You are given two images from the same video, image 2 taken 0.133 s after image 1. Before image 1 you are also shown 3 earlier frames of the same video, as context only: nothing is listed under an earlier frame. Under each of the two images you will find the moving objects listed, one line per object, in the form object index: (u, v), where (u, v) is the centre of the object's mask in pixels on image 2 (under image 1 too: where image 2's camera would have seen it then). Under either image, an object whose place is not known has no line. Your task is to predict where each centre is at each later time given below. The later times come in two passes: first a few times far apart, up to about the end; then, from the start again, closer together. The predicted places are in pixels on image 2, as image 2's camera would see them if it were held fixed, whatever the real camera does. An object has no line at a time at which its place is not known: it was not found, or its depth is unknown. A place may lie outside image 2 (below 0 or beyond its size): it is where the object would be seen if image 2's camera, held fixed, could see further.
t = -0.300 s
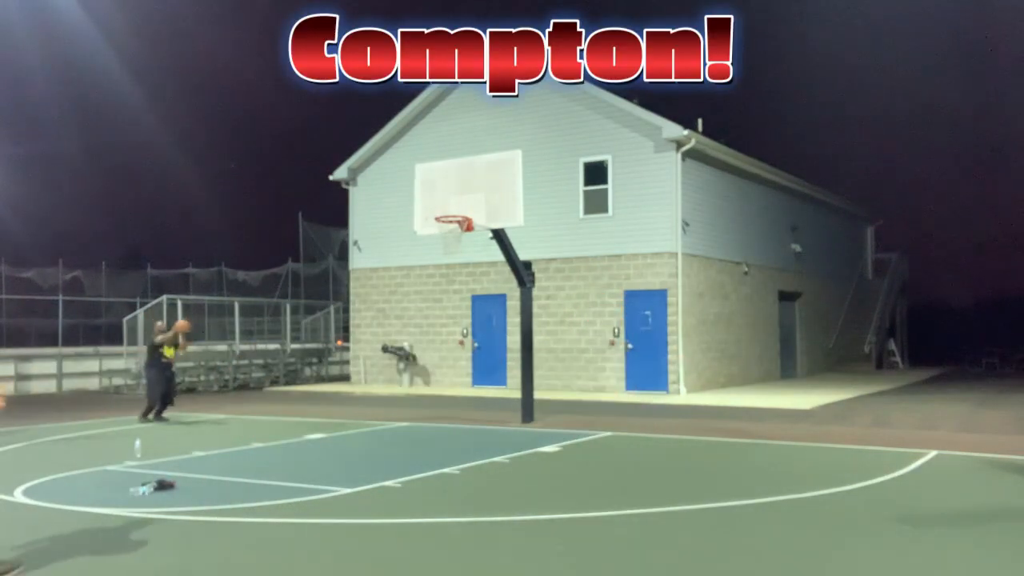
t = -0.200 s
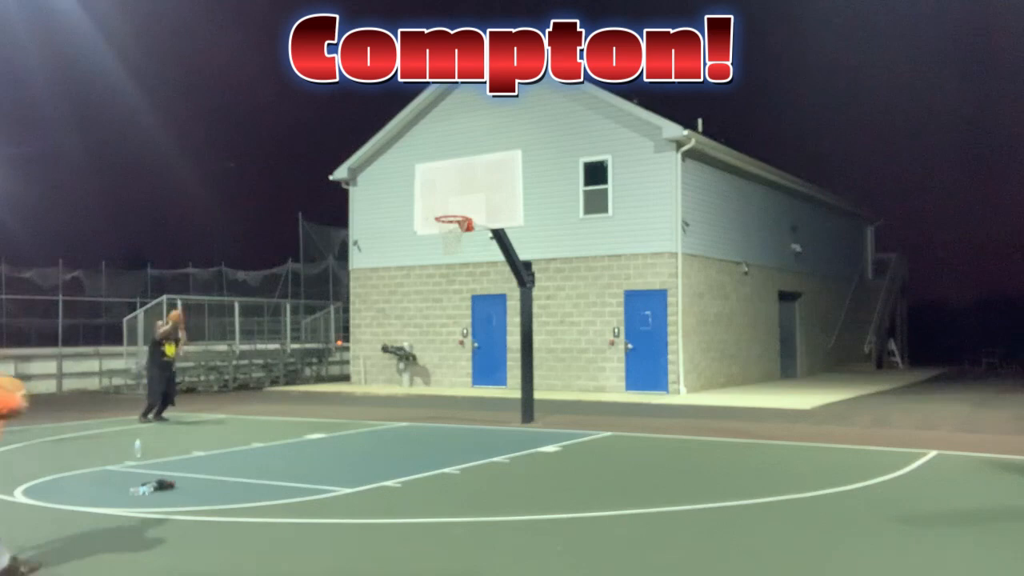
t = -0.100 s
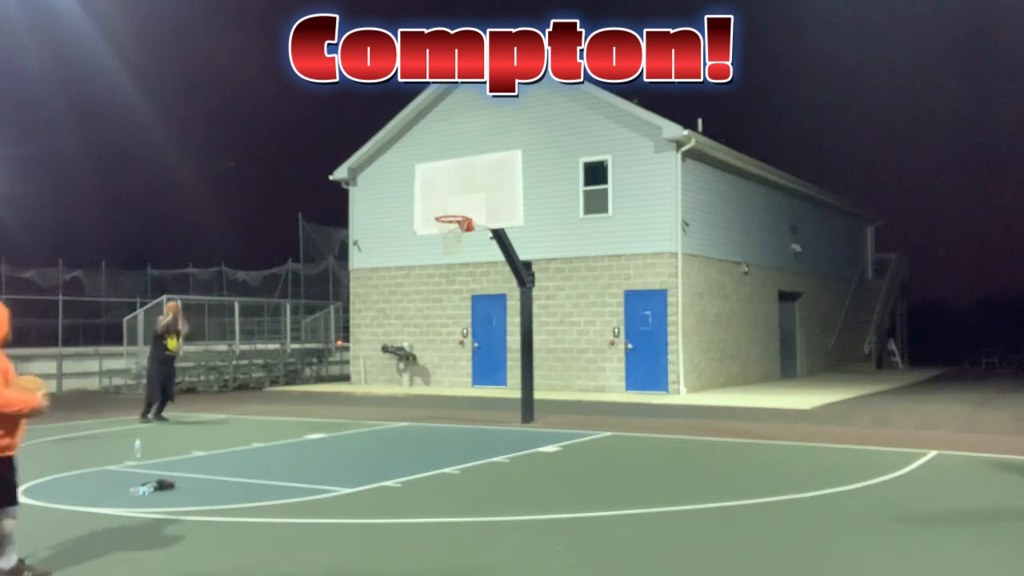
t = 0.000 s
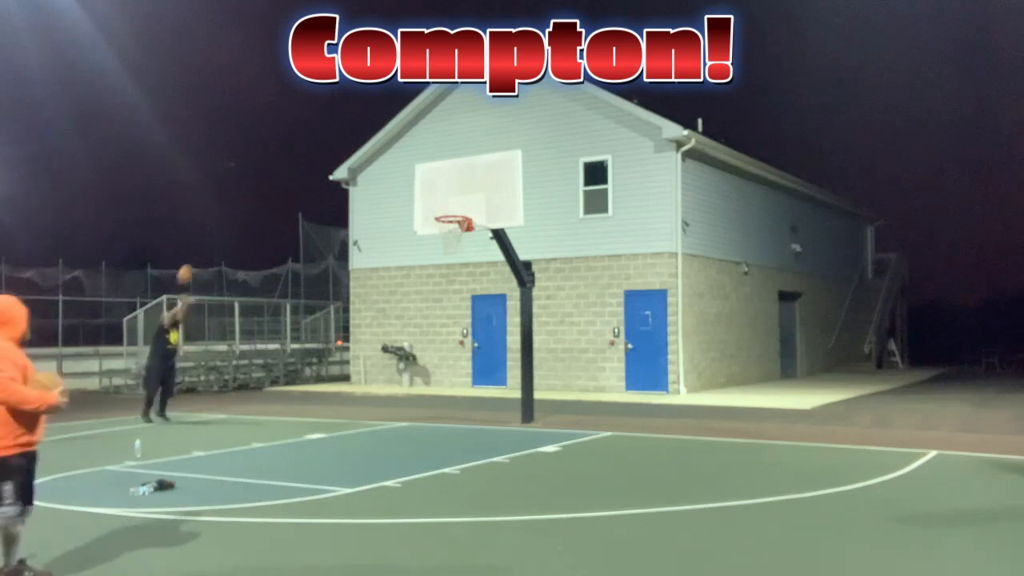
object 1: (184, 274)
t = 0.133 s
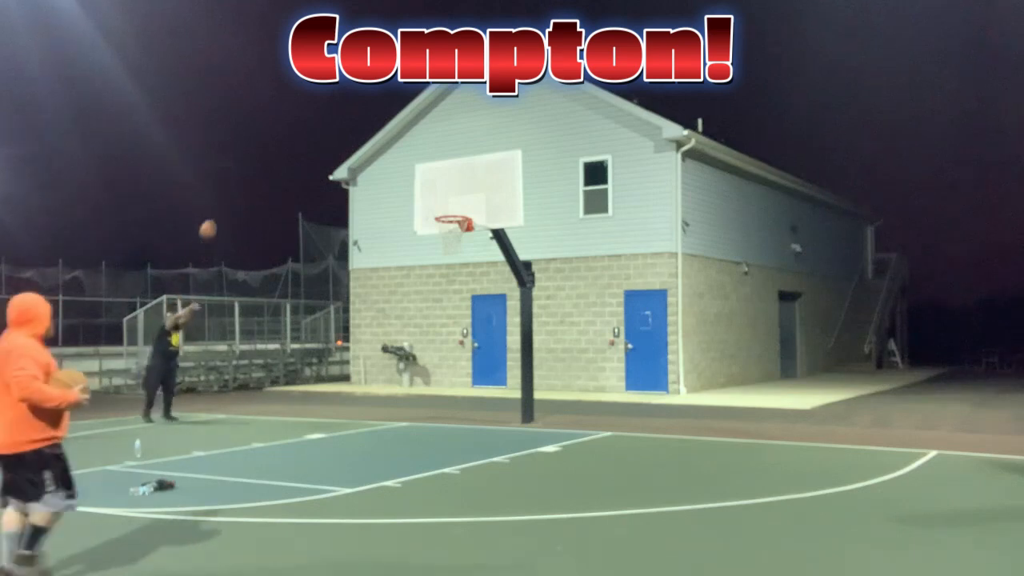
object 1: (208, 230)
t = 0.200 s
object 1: (219, 211)
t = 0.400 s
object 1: (254, 167)
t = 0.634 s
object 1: (297, 143)
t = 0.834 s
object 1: (337, 148)
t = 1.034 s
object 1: (379, 179)
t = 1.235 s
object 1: (423, 240)
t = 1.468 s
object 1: (479, 349)
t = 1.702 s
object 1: (524, 387)
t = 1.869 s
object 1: (539, 326)
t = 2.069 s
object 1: (560, 277)
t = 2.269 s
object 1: (581, 259)
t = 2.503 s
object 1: (608, 276)
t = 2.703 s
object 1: (632, 324)
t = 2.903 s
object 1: (657, 412)
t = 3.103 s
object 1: (682, 398)
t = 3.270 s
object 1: (705, 357)
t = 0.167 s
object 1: (213, 220)
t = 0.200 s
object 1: (219, 211)
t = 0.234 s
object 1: (224, 202)
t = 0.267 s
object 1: (231, 194)
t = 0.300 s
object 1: (237, 186)
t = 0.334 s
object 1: (242, 179)
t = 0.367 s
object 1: (249, 172)
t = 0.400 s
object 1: (254, 167)
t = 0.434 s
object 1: (260, 161)
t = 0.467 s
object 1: (266, 157)
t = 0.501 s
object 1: (272, 153)
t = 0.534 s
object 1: (279, 149)
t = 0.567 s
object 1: (285, 146)
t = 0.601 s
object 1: (291, 144)
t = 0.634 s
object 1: (297, 143)
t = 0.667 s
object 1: (304, 142)
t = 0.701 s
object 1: (310, 142)
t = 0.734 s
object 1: (317, 142)
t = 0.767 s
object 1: (324, 143)
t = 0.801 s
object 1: (330, 145)
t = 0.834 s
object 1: (337, 148)
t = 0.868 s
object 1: (344, 150)
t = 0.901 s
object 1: (350, 154)
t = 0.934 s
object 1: (356, 159)
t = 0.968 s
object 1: (364, 165)
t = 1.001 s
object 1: (372, 172)
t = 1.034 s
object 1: (379, 179)
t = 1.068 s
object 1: (386, 187)
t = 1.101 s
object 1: (393, 196)
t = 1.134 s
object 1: (400, 205)
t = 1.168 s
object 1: (408, 215)
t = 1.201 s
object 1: (415, 227)
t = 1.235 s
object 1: (423, 240)
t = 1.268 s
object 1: (430, 252)
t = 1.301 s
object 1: (439, 267)
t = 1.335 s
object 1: (446, 282)
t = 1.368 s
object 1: (454, 298)
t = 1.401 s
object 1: (462, 314)
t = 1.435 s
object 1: (471, 331)
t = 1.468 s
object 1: (479, 349)
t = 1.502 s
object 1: (487, 368)
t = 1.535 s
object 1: (495, 389)
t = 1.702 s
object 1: (524, 387)
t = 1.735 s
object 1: (526, 373)
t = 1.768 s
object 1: (528, 361)
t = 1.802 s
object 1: (531, 349)
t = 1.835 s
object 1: (534, 338)
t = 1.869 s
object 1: (539, 326)
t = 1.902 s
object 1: (543, 316)
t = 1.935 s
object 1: (546, 306)
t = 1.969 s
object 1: (549, 299)
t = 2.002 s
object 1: (553, 291)
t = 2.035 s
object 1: (556, 283)
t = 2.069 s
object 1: (560, 277)
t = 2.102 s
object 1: (563, 273)
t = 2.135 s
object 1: (567, 268)
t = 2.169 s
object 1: (571, 265)
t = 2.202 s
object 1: (574, 262)
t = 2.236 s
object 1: (578, 260)
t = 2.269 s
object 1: (581, 259)
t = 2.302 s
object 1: (585, 259)
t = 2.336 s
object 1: (589, 259)
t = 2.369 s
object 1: (593, 261)
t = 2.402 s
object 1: (596, 263)
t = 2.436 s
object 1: (600, 266)
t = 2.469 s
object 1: (604, 271)
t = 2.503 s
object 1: (608, 276)
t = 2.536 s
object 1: (612, 282)
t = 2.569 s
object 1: (616, 289)
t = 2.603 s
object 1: (620, 297)
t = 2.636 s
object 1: (624, 305)
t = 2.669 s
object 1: (627, 315)
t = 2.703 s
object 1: (632, 324)
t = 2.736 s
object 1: (636, 336)
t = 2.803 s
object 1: (644, 362)
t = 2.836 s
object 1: (648, 376)
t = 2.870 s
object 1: (652, 392)
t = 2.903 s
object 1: (657, 412)
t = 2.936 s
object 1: (661, 427)
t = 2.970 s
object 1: (666, 444)
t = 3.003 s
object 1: (669, 432)
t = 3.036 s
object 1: (674, 419)
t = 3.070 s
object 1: (679, 407)
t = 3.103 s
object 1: (682, 398)
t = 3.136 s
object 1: (687, 387)
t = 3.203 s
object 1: (695, 370)
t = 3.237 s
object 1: (700, 363)
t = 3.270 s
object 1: (705, 357)
